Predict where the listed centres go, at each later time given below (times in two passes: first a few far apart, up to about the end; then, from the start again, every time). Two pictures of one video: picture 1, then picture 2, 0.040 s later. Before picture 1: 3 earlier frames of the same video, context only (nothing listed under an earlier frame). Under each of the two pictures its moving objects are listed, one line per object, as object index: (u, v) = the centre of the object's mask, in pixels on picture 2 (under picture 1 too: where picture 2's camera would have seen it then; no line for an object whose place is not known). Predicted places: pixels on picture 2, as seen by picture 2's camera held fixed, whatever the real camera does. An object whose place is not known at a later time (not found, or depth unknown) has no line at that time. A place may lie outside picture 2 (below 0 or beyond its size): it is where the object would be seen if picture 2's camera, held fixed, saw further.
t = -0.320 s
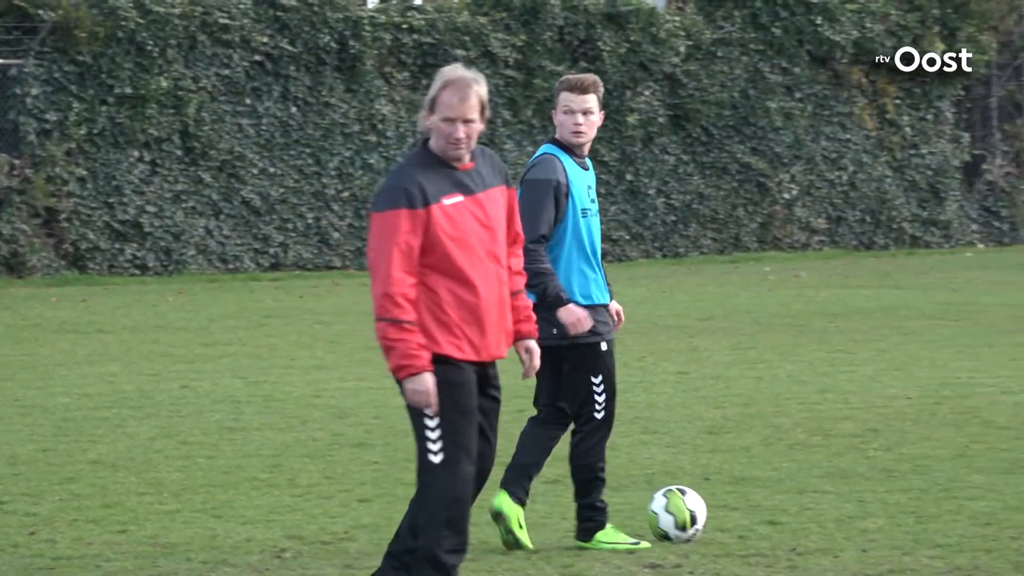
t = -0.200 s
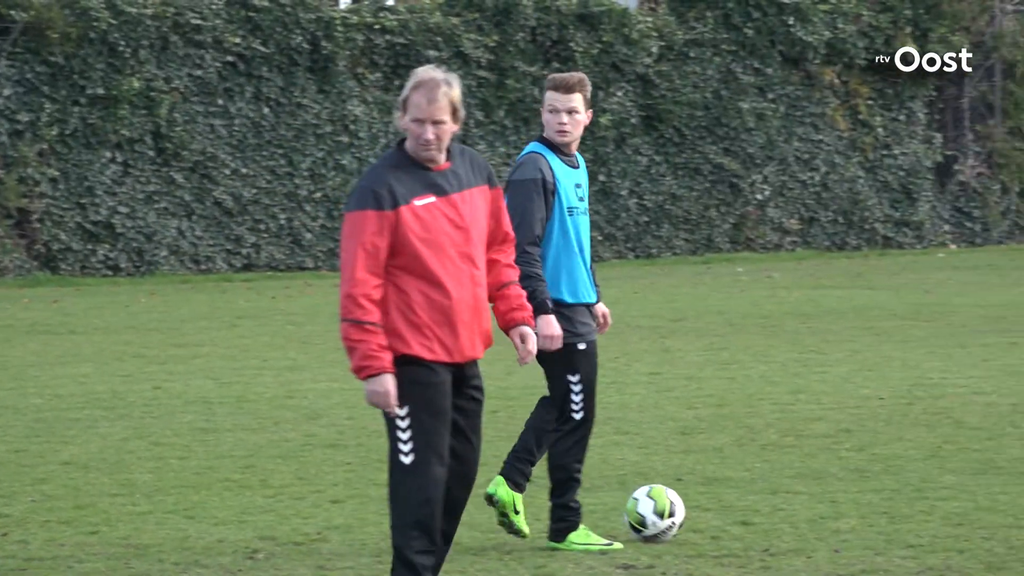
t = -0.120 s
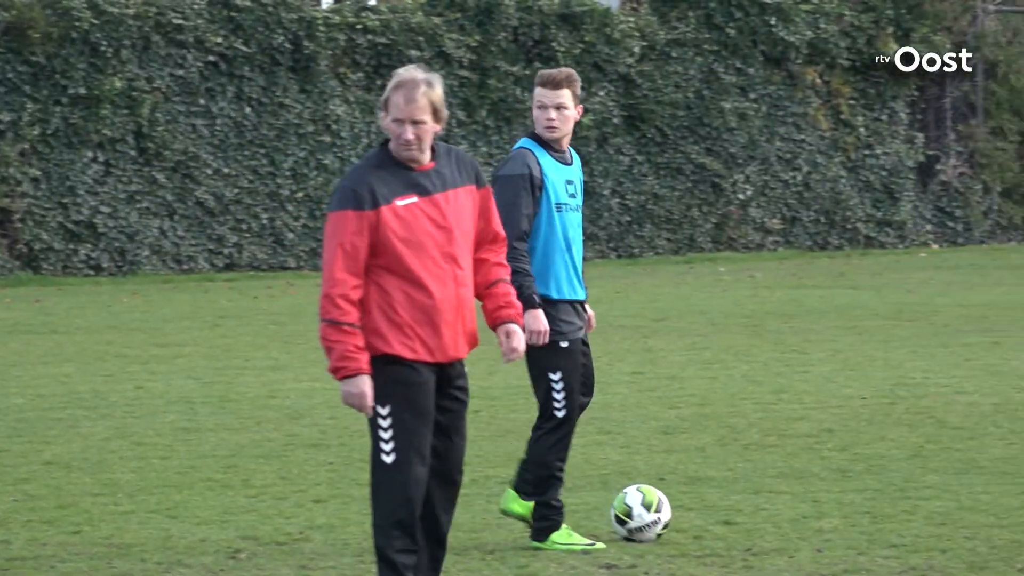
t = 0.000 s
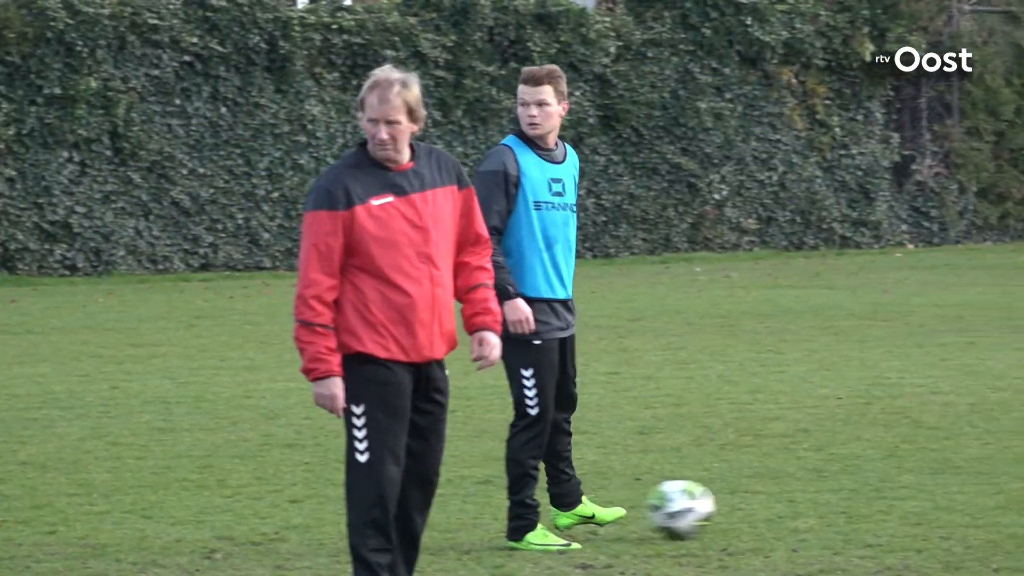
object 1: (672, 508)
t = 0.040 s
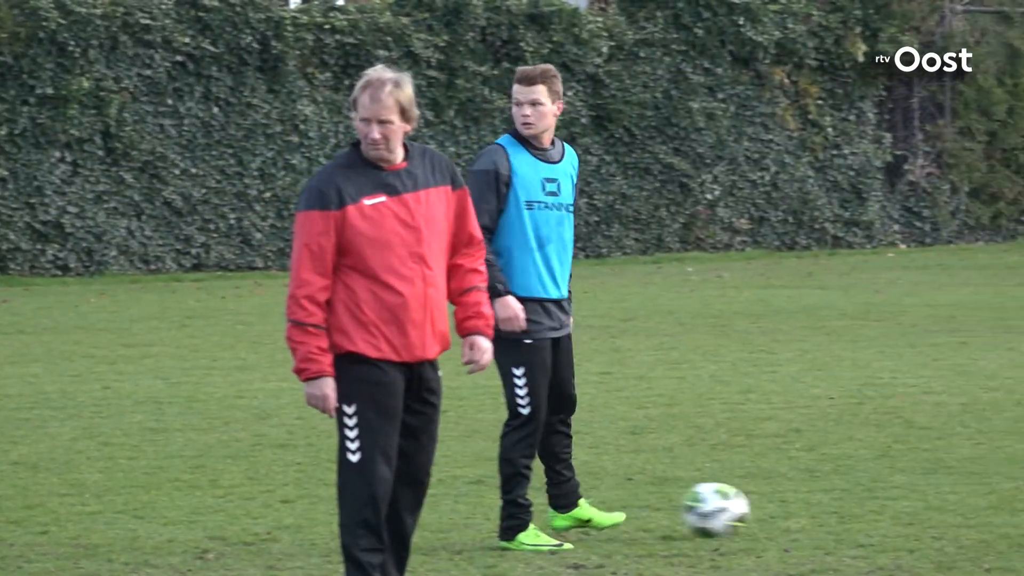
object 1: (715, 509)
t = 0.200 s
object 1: (849, 505)
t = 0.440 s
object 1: (981, 506)
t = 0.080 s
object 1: (752, 507)
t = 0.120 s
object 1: (784, 503)
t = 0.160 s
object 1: (818, 502)
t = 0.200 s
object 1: (849, 505)
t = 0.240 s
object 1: (879, 509)
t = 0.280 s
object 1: (901, 503)
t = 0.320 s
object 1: (920, 498)
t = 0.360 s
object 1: (941, 497)
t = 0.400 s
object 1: (960, 499)
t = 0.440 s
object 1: (981, 506)
